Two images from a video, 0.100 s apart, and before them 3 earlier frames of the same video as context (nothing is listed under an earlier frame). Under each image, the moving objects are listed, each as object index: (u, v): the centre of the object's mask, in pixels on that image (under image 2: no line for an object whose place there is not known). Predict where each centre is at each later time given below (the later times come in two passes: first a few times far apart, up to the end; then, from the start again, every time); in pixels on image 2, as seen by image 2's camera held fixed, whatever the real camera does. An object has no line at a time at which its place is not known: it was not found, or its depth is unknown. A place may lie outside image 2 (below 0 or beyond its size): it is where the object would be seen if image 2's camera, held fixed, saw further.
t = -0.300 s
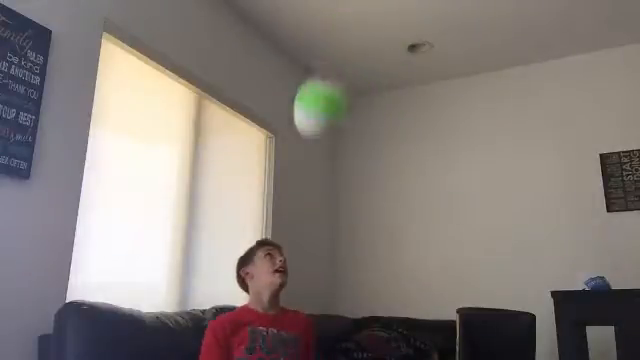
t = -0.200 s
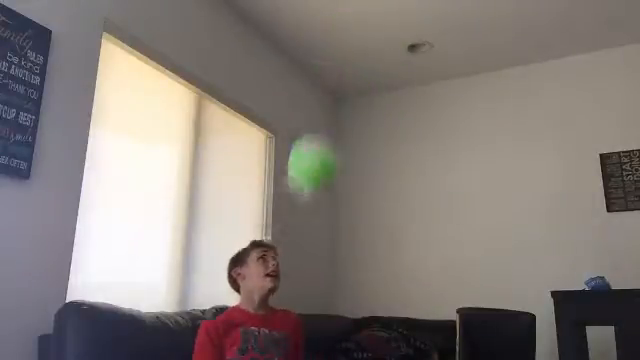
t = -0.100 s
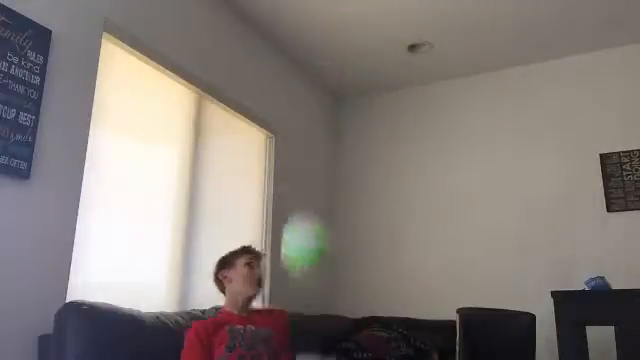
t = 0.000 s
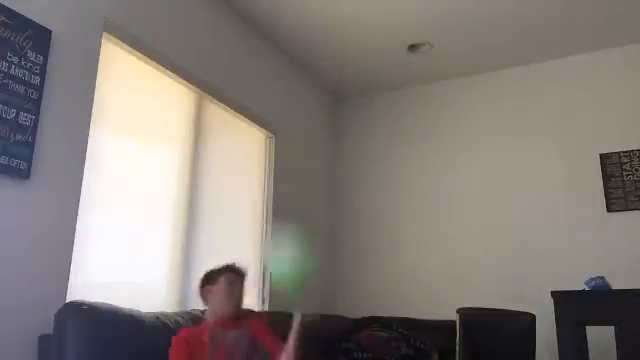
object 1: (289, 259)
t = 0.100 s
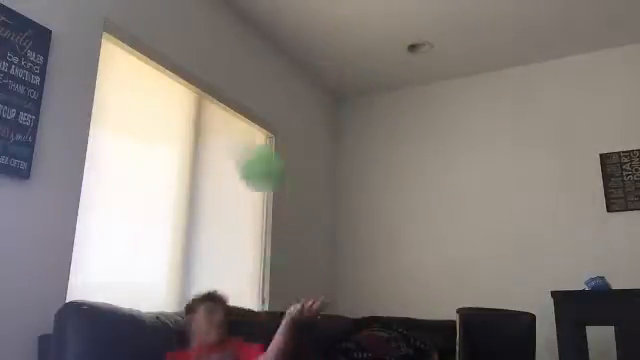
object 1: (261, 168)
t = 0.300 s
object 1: (218, 86)
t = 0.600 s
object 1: (174, 97)
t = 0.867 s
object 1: (183, 182)
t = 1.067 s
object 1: (187, 293)
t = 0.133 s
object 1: (252, 147)
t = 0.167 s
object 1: (245, 127)
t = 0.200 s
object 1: (238, 112)
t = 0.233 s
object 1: (231, 102)
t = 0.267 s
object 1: (226, 92)
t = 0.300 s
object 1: (218, 86)
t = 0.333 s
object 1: (213, 83)
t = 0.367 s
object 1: (209, 80)
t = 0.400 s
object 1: (205, 76)
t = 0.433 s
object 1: (202, 76)
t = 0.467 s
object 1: (198, 76)
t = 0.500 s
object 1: (191, 79)
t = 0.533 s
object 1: (185, 84)
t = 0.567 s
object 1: (179, 89)
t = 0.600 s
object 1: (174, 97)
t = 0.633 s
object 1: (173, 104)
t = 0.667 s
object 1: (175, 110)
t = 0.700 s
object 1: (177, 118)
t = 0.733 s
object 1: (179, 128)
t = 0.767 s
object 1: (179, 139)
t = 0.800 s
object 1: (181, 152)
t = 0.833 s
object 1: (182, 166)
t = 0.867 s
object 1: (183, 182)
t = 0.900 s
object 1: (184, 200)
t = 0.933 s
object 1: (184, 219)
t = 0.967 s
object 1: (186, 239)
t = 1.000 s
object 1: (186, 261)
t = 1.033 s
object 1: (186, 287)
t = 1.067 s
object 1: (187, 293)
